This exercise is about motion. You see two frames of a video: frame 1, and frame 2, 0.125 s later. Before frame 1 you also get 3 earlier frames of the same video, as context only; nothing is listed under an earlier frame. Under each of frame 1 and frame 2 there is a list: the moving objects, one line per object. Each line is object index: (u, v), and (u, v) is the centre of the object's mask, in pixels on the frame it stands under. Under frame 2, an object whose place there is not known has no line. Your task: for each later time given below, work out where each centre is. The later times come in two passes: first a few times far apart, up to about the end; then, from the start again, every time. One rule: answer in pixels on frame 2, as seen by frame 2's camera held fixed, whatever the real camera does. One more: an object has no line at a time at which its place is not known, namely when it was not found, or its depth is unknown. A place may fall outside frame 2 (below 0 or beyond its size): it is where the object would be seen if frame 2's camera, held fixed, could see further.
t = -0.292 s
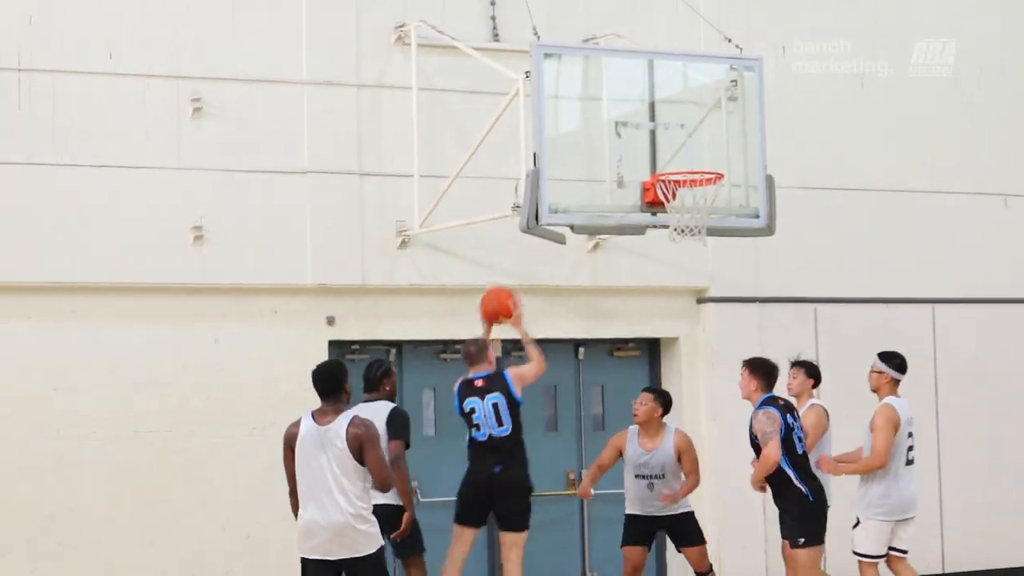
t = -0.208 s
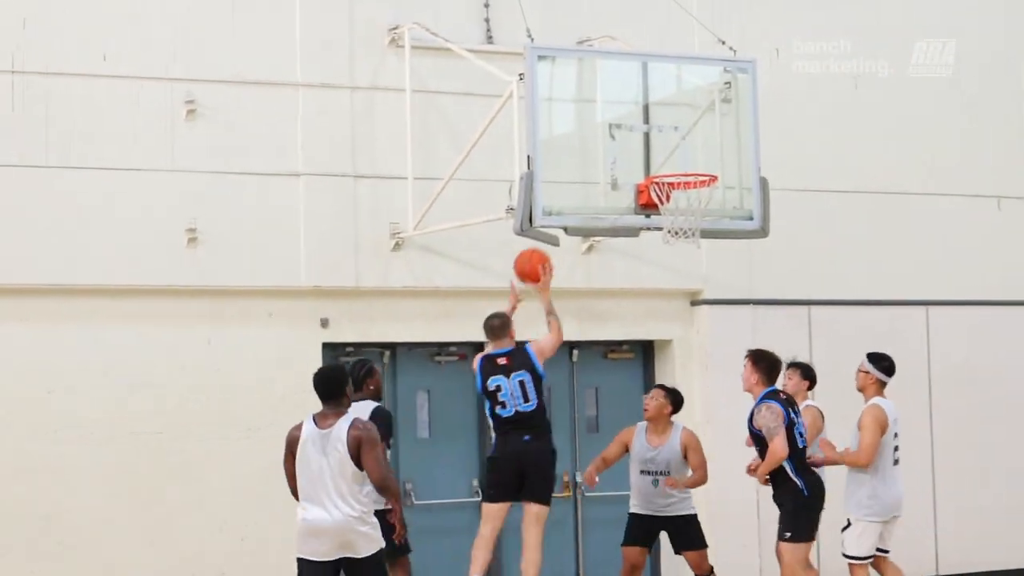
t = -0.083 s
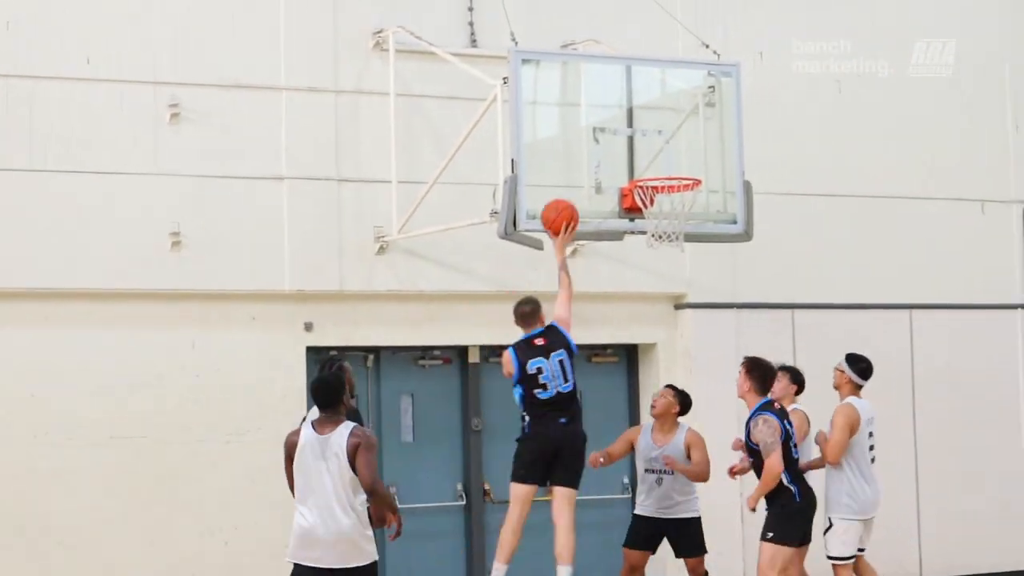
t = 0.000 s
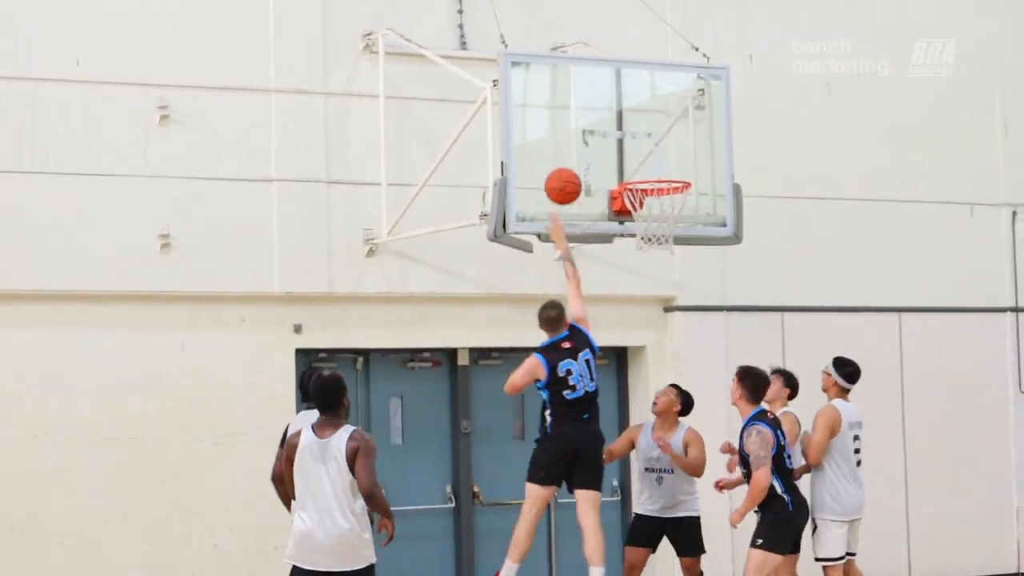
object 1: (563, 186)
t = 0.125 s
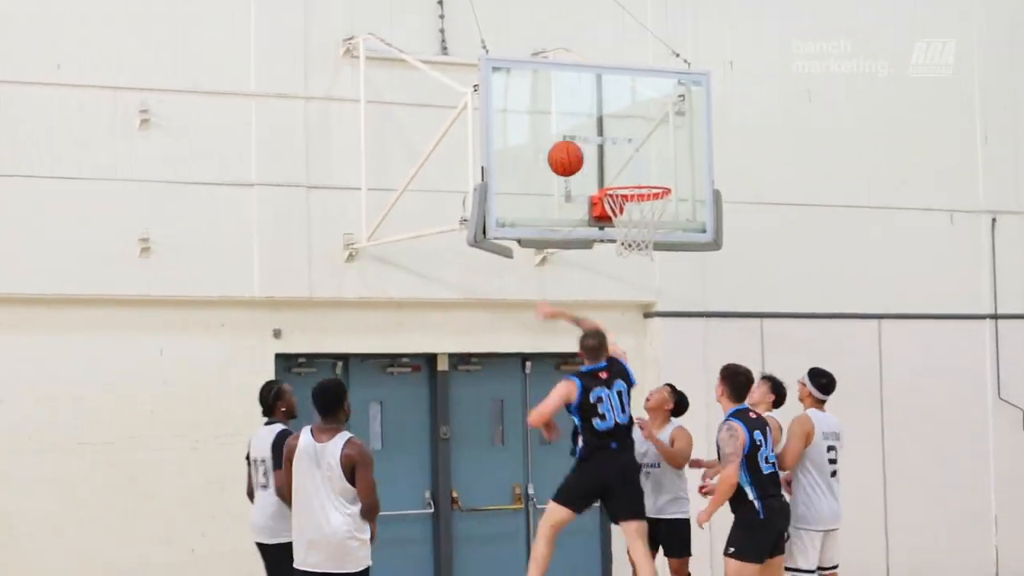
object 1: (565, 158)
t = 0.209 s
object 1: (578, 153)
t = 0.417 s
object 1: (640, 180)
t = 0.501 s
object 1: (652, 207)
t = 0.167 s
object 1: (572, 154)
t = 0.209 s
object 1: (578, 153)
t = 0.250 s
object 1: (586, 154)
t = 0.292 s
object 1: (599, 157)
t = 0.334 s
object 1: (612, 163)
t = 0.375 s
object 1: (626, 171)
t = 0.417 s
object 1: (640, 180)
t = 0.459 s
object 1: (654, 196)
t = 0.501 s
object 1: (652, 207)
